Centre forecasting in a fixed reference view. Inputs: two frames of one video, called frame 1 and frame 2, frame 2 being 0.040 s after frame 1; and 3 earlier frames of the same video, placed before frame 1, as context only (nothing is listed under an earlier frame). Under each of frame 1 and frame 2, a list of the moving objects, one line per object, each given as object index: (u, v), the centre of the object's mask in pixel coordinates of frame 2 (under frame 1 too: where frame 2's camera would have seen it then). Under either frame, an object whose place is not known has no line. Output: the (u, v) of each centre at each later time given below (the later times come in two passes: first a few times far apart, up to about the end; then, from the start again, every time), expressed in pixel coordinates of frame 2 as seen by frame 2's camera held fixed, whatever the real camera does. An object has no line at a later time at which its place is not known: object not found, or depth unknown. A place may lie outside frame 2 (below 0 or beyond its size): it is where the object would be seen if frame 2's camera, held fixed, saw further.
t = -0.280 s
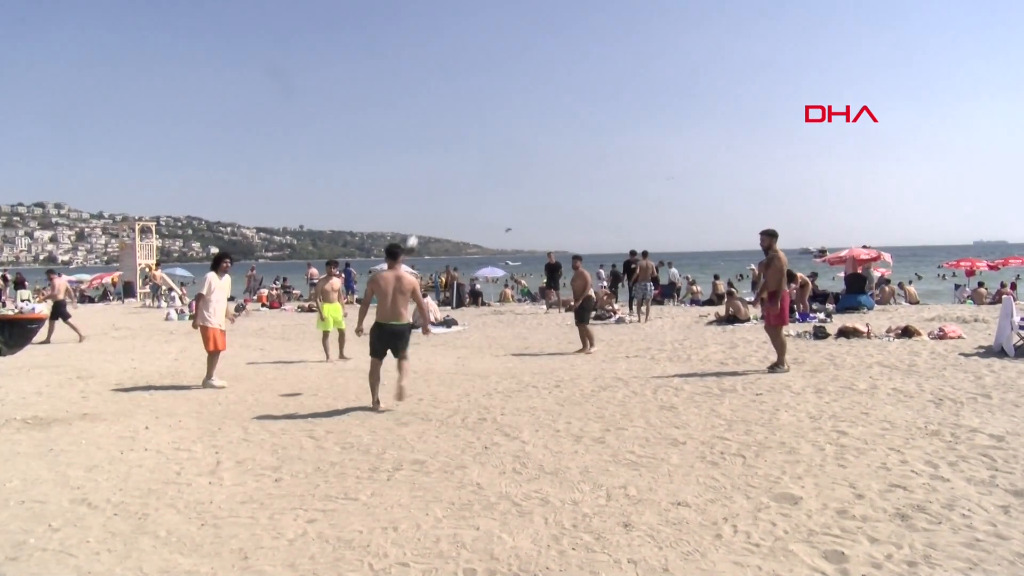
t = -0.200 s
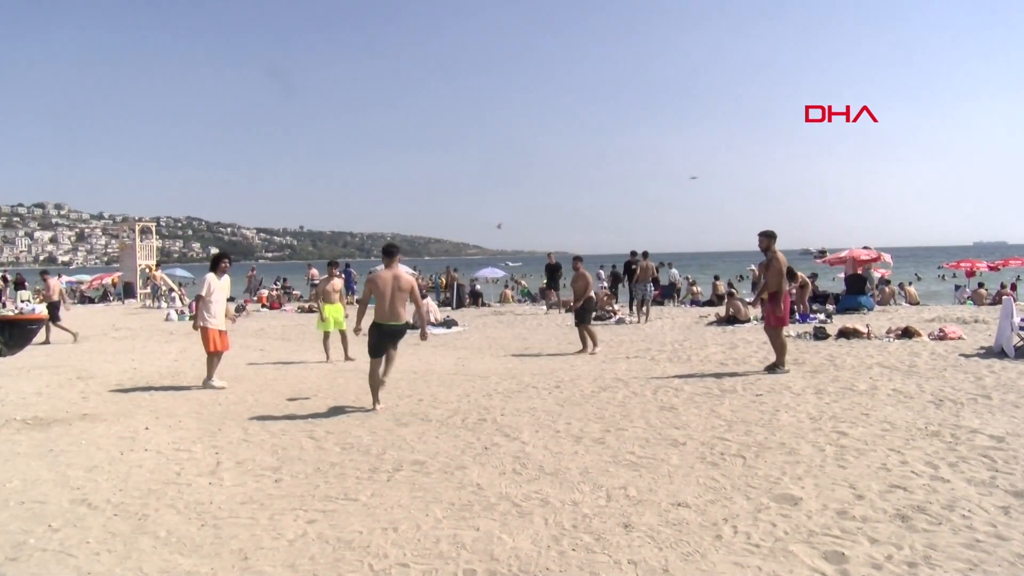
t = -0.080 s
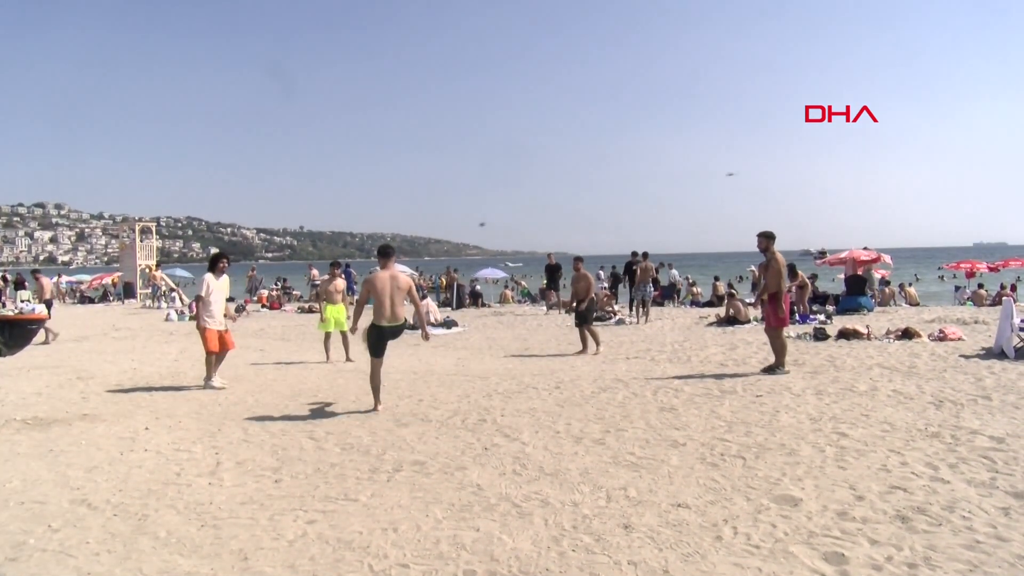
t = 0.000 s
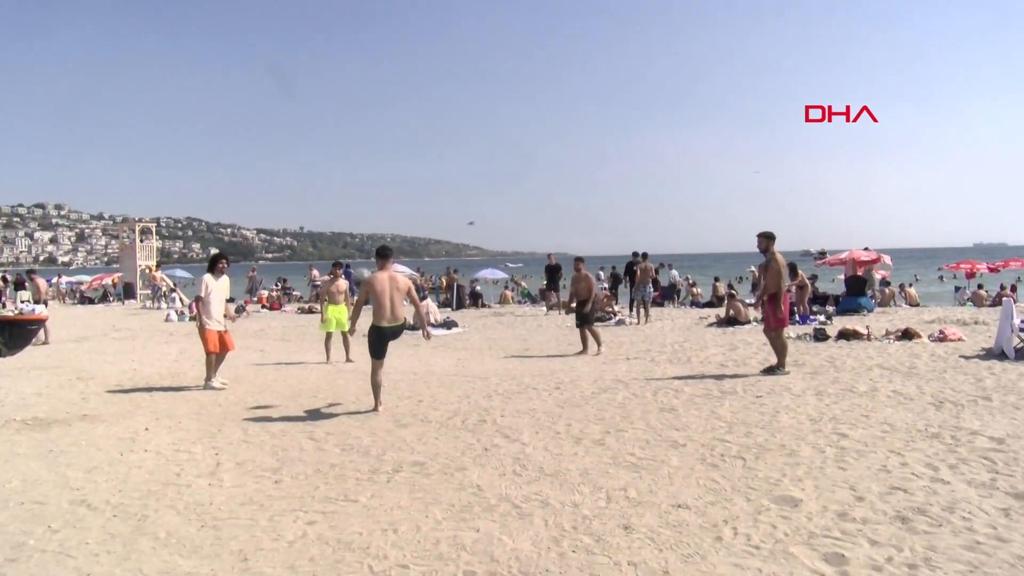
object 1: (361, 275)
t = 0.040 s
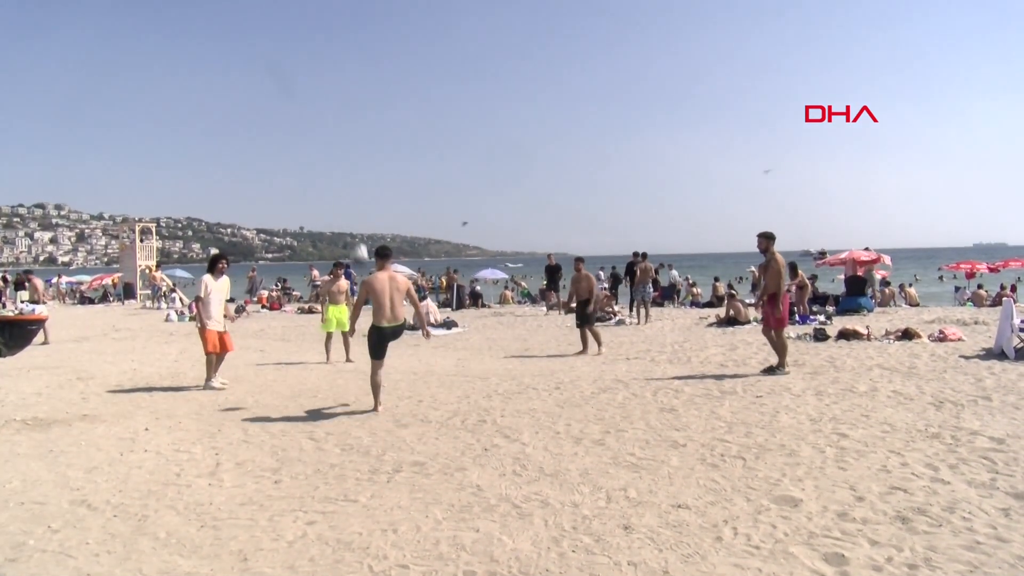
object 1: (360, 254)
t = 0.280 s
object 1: (326, 121)
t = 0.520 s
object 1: (292, 40)
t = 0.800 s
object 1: (253, 11)
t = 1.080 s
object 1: (215, 54)
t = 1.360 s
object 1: (178, 166)
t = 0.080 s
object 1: (352, 227)
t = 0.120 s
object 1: (347, 205)
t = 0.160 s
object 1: (342, 182)
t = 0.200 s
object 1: (337, 159)
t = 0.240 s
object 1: (332, 139)
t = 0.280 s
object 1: (326, 121)
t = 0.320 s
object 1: (320, 104)
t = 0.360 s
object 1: (314, 89)
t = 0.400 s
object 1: (309, 75)
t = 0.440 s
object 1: (304, 60)
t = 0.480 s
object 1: (298, 50)
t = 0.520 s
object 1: (292, 40)
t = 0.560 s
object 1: (286, 32)
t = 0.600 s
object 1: (281, 26)
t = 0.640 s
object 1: (276, 20)
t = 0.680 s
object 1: (270, 15)
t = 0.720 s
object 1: (265, 13)
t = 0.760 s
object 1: (258, 11)
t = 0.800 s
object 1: (253, 11)
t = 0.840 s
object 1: (248, 14)
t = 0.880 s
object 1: (243, 17)
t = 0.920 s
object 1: (237, 20)
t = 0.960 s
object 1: (231, 27)
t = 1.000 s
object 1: (225, 34)
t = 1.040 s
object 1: (219, 44)
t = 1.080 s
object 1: (215, 54)
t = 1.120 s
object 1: (209, 66)
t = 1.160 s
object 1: (203, 78)
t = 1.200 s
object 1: (198, 94)
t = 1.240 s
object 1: (193, 109)
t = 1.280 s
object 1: (188, 127)
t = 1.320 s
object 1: (183, 147)
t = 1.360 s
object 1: (178, 166)
